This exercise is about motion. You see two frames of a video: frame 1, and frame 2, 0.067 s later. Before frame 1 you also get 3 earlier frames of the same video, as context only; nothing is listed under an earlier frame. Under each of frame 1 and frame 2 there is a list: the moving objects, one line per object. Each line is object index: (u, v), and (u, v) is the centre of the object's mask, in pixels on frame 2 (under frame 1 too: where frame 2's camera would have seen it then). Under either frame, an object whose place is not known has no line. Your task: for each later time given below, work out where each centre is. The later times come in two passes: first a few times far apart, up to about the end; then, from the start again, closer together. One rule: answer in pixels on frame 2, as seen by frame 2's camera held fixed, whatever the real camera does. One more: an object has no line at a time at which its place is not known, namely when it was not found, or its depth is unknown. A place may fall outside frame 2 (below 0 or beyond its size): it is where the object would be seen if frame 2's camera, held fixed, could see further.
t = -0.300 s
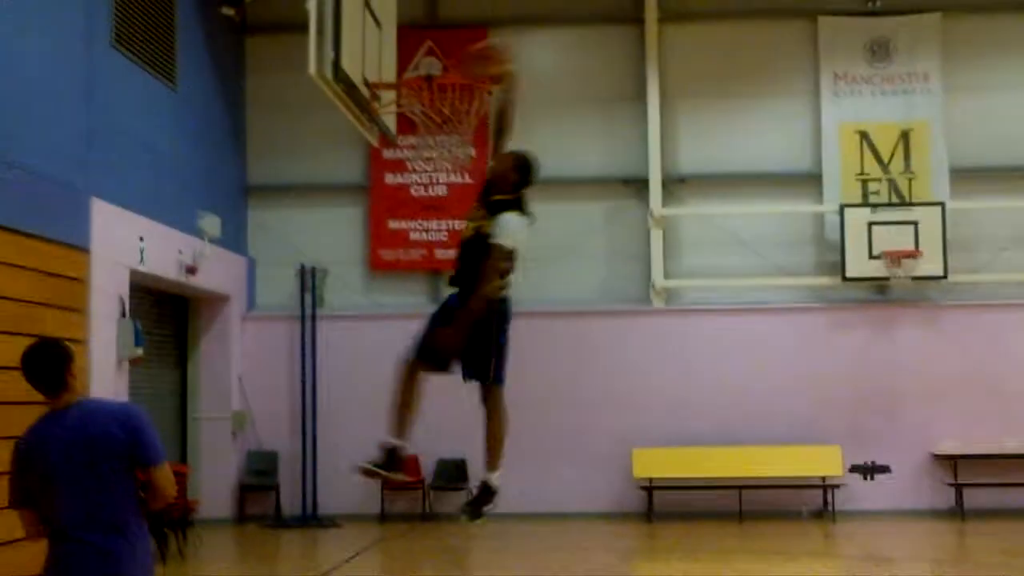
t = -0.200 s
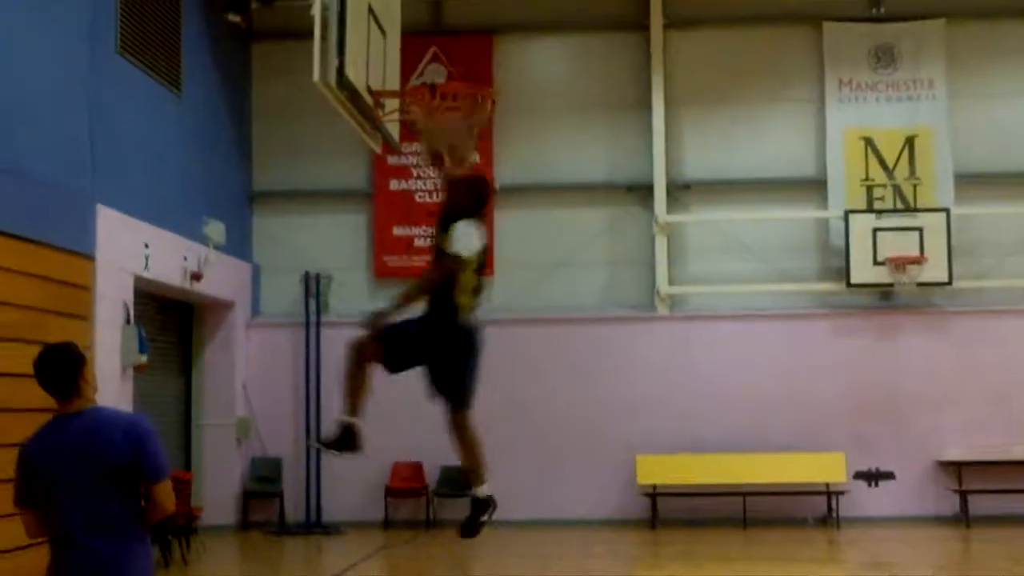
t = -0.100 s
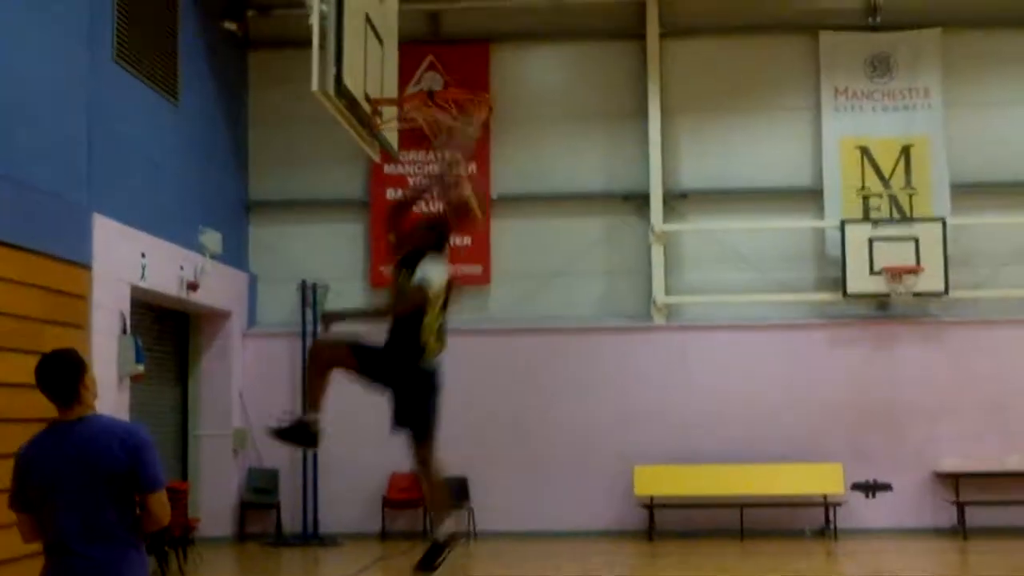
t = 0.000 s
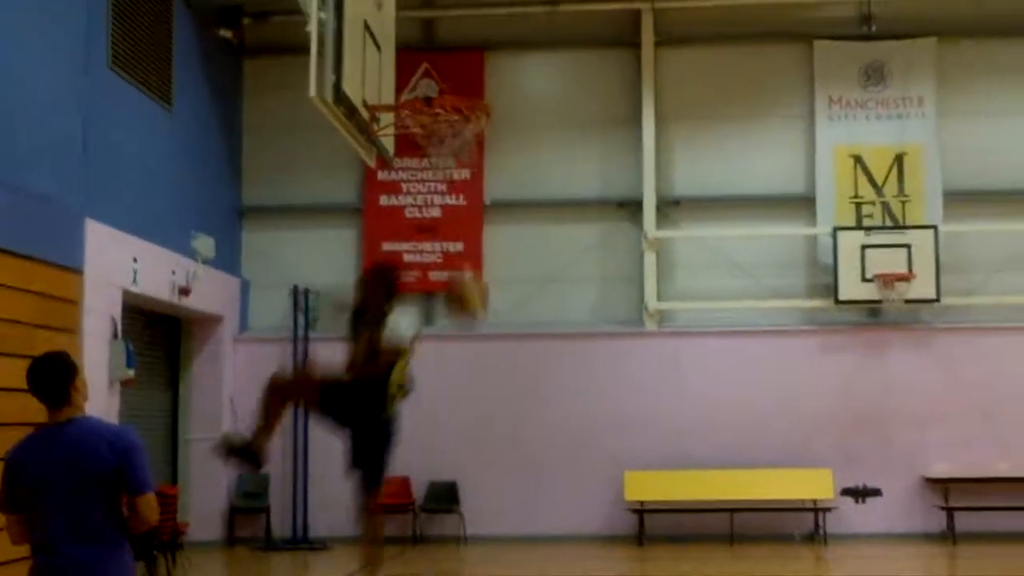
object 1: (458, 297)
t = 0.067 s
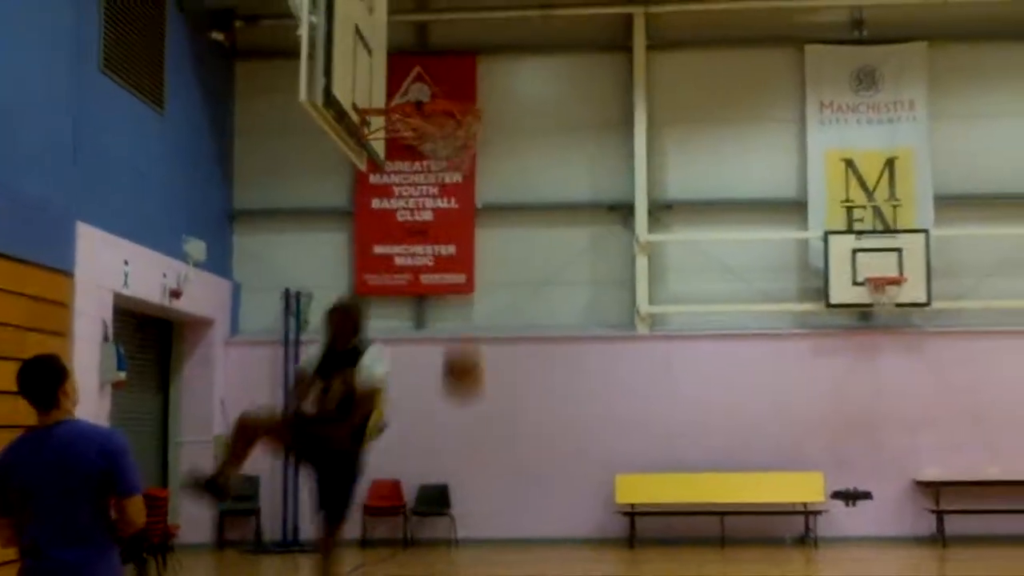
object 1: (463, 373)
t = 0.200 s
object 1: (478, 547)
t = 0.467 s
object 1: (489, 520)
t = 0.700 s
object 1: (475, 374)
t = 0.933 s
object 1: (463, 316)
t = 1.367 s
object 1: (443, 524)
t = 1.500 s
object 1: (434, 702)
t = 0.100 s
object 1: (468, 408)
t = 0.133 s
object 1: (471, 452)
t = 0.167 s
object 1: (477, 498)
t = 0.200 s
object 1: (478, 547)
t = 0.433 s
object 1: (488, 550)
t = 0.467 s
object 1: (489, 520)
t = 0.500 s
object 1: (485, 487)
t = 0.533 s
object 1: (477, 463)
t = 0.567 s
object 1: (476, 449)
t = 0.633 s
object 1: (476, 408)
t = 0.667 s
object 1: (474, 390)
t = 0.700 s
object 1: (475, 374)
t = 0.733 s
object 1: (472, 360)
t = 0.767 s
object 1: (472, 348)
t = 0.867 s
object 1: (467, 325)
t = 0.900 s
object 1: (465, 317)
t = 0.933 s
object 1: (463, 316)
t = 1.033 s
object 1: (459, 328)
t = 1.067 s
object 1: (457, 336)
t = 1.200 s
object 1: (451, 393)
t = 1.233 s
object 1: (452, 415)
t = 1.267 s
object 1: (450, 438)
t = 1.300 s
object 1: (447, 464)
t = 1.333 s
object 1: (446, 493)
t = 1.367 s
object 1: (443, 524)
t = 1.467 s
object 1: (434, 659)
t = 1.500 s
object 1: (434, 702)
